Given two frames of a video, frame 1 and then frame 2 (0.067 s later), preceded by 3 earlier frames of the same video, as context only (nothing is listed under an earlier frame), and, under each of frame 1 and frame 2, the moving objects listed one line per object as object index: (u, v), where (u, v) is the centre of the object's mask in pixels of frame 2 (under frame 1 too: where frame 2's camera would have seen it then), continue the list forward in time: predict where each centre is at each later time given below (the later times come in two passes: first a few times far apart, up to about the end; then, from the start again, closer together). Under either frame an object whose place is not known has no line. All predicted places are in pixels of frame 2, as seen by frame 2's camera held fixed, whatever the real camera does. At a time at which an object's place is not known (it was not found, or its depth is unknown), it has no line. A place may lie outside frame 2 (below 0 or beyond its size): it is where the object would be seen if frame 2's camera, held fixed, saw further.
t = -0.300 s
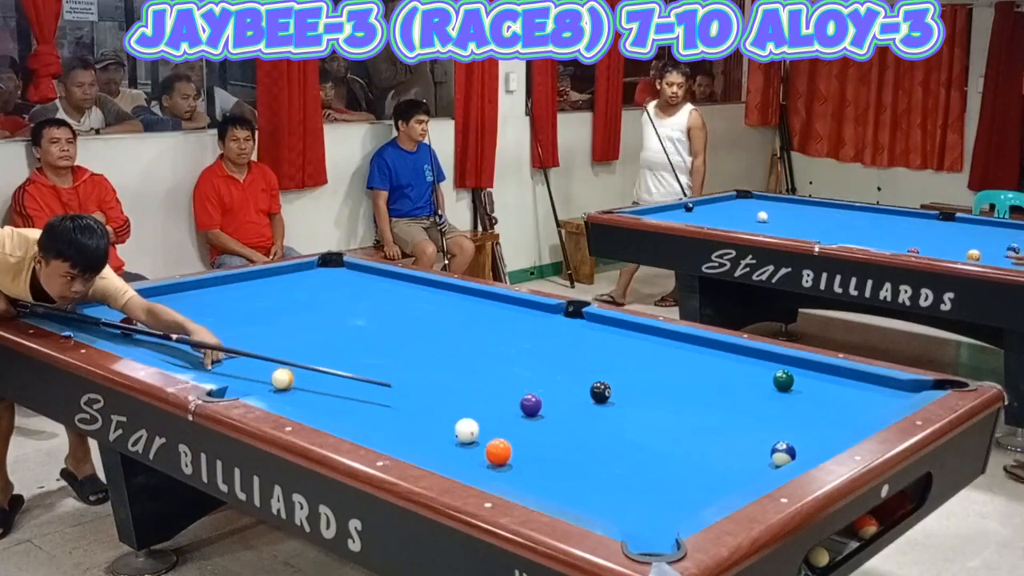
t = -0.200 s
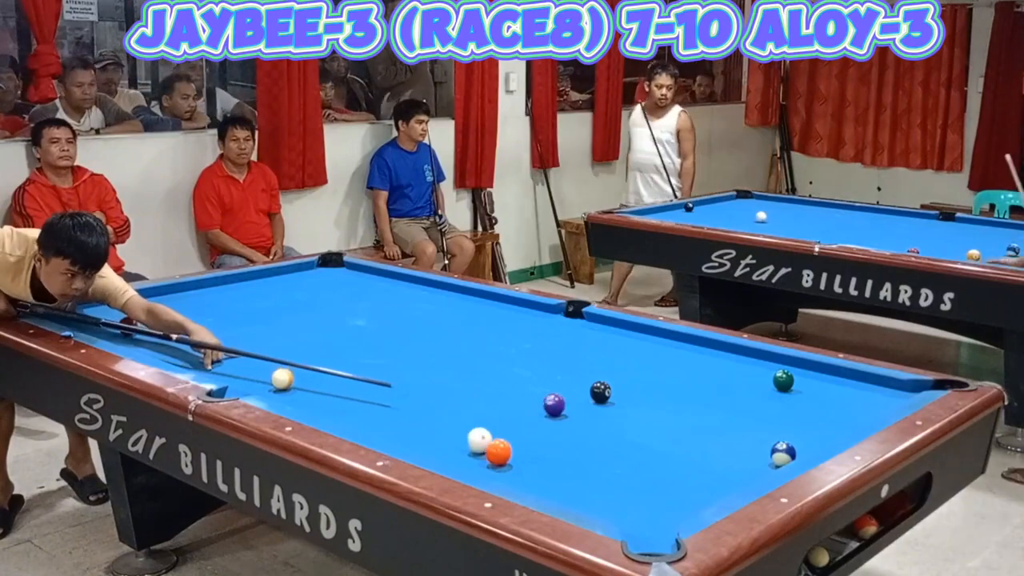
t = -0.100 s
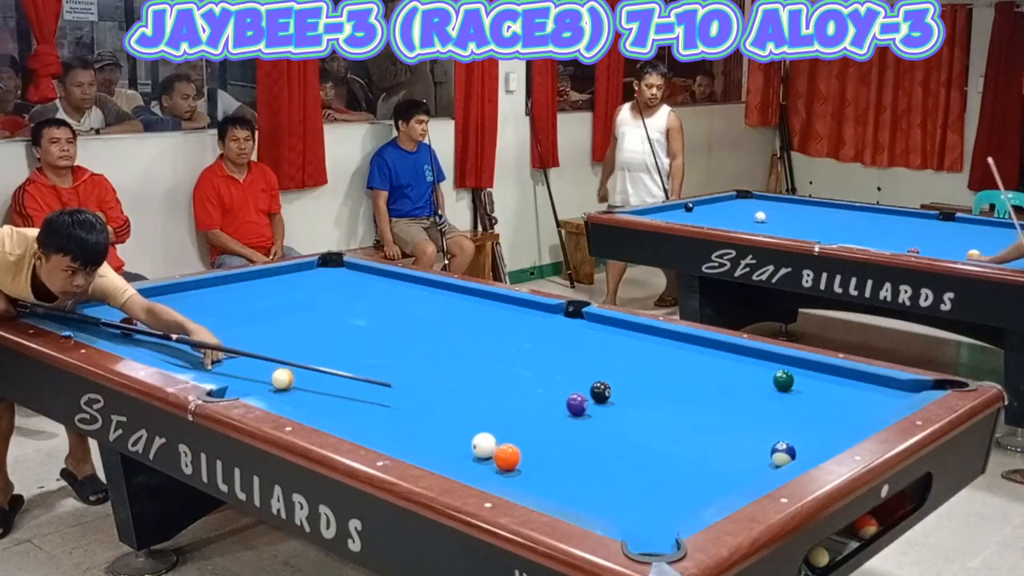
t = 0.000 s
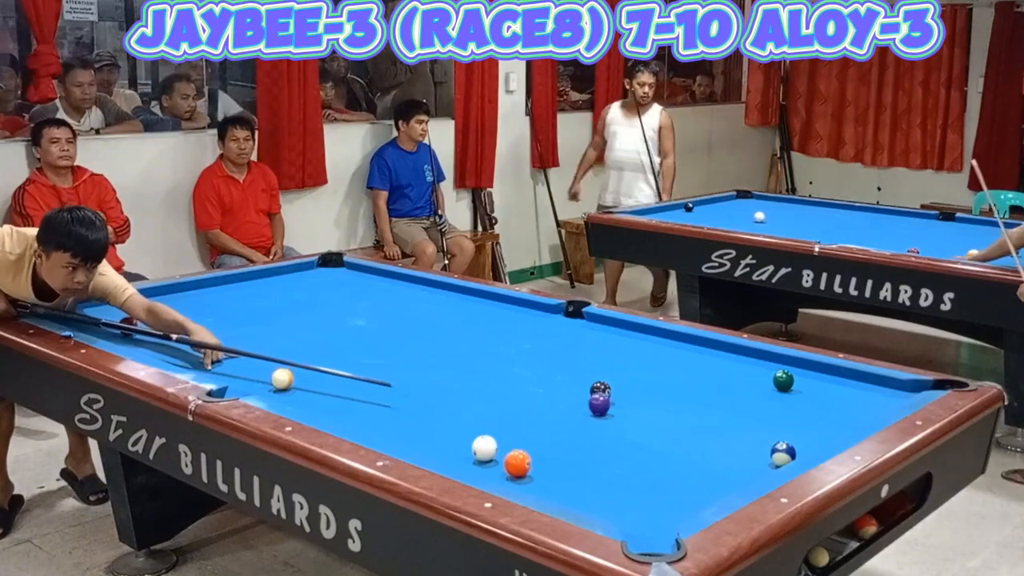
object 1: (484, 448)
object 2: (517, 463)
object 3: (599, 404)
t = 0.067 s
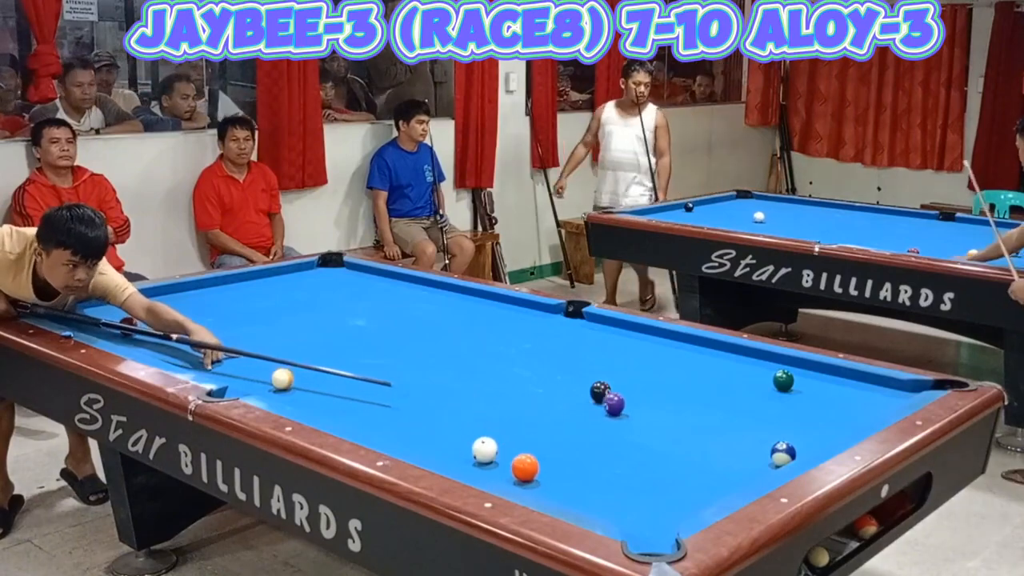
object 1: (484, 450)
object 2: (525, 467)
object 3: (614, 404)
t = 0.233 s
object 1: (485, 454)
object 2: (543, 478)
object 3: (649, 403)
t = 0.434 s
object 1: (486, 458)
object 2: (564, 490)
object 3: (690, 403)
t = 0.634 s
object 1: (487, 461)
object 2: (586, 501)
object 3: (729, 403)
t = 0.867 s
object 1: (489, 464)
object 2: (612, 514)
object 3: (773, 403)
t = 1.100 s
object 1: (489, 466)
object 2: (635, 531)
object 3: (813, 403)
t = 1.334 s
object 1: (490, 467)
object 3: (852, 403)
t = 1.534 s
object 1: (490, 467)
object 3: (882, 401)
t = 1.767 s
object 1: (490, 467)
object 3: (895, 397)
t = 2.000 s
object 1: (490, 467)
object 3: (890, 394)
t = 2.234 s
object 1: (490, 467)
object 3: (886, 389)
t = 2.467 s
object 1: (490, 467)
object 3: (882, 386)
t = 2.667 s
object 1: (490, 467)
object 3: (880, 384)
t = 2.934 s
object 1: (490, 467)
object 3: (878, 382)
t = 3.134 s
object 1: (490, 467)
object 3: (876, 381)
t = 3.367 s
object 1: (490, 467)
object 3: (877, 380)
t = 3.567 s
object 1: (490, 467)
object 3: (876, 380)
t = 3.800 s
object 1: (490, 467)
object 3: (876, 380)
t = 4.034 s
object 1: (490, 467)
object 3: (876, 380)
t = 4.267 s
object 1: (490, 467)
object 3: (877, 380)
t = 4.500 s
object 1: (490, 467)
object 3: (876, 380)
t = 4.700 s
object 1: (490, 467)
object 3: (877, 380)
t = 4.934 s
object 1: (490, 467)
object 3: (876, 380)
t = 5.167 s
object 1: (490, 467)
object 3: (876, 380)
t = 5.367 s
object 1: (490, 467)
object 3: (876, 380)
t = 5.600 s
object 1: (490, 466)
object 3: (877, 380)
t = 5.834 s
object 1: (490, 467)
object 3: (877, 380)
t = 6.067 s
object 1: (490, 467)
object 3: (876, 380)
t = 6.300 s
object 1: (490, 467)
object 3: (876, 380)
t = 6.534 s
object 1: (490, 467)
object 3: (876, 380)
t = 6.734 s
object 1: (490, 467)
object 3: (876, 380)
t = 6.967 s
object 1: (490, 467)
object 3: (876, 380)
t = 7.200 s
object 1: (490, 467)
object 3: (876, 380)
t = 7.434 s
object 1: (490, 467)
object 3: (876, 380)
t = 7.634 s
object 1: (490, 467)
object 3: (876, 380)
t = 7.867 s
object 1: (490, 466)
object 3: (876, 380)
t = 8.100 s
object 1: (490, 467)
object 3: (876, 380)
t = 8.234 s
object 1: (490, 467)
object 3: (876, 380)
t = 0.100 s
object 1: (485, 451)
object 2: (528, 470)
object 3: (621, 404)
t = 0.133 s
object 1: (485, 451)
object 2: (532, 472)
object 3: (628, 403)
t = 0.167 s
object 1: (485, 452)
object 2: (535, 474)
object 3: (635, 403)
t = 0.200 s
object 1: (485, 453)
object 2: (539, 476)
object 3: (642, 403)
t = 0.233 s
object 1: (485, 454)
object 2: (543, 478)
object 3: (649, 403)
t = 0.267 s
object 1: (485, 454)
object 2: (546, 480)
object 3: (656, 403)
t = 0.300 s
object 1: (486, 455)
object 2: (550, 482)
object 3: (663, 403)
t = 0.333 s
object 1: (486, 456)
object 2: (553, 484)
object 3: (670, 403)
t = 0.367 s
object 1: (486, 456)
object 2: (557, 487)
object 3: (677, 403)
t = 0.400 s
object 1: (486, 457)
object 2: (561, 488)
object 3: (684, 403)
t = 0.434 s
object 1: (486, 458)
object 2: (564, 490)
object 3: (690, 403)
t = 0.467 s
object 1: (486, 458)
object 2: (568, 492)
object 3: (697, 403)
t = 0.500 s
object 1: (487, 459)
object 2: (571, 494)
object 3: (703, 403)
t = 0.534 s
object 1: (487, 460)
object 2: (575, 496)
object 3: (710, 403)
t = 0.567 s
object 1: (487, 460)
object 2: (579, 498)
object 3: (716, 403)
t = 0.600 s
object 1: (487, 461)
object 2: (582, 499)
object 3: (723, 403)
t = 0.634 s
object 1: (487, 461)
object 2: (586, 501)
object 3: (729, 403)
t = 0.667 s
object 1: (488, 462)
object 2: (590, 503)
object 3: (736, 403)
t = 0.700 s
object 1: (488, 462)
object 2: (593, 505)
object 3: (742, 403)
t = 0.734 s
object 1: (488, 463)
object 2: (597, 506)
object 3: (748, 403)
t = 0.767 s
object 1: (488, 463)
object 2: (600, 508)
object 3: (754, 403)
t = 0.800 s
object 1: (488, 463)
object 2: (604, 510)
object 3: (760, 403)
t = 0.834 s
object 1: (488, 464)
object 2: (608, 512)
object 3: (767, 403)
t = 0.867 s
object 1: (489, 464)
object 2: (612, 514)
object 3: (773, 403)
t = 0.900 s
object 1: (489, 464)
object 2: (615, 516)
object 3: (779, 403)
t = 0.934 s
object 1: (489, 465)
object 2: (619, 519)
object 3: (785, 402)
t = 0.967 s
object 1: (489, 465)
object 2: (623, 521)
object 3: (791, 402)
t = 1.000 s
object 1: (489, 465)
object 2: (626, 523)
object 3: (796, 402)
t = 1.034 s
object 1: (489, 465)
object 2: (629, 526)
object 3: (802, 402)
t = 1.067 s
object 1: (489, 465)
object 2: (632, 528)
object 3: (808, 403)
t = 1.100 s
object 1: (489, 466)
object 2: (635, 531)
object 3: (813, 403)
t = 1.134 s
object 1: (489, 466)
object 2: (638, 533)
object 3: (819, 403)
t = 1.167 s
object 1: (489, 466)
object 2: (642, 536)
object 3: (824, 403)
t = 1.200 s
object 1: (489, 466)
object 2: (645, 537)
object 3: (830, 403)
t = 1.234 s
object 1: (490, 466)
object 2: (648, 540)
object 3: (836, 403)
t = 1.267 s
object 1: (489, 467)
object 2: (652, 544)
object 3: (841, 402)
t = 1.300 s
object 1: (489, 467)
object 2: (655, 551)
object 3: (846, 402)
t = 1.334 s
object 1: (490, 467)
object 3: (852, 403)
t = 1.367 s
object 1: (490, 467)
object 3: (857, 402)
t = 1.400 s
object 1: (490, 467)
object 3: (862, 402)
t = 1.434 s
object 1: (490, 467)
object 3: (867, 402)
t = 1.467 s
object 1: (490, 467)
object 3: (872, 402)
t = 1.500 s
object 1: (490, 467)
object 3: (877, 402)
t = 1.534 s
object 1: (490, 467)
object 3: (882, 401)
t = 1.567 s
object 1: (490, 467)
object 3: (887, 400)
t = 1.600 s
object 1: (490, 467)
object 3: (891, 399)
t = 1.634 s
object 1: (490, 467)
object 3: (895, 398)
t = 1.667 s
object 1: (490, 467)
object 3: (896, 398)
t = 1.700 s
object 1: (490, 467)
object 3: (896, 397)
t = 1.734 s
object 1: (490, 467)
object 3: (896, 397)
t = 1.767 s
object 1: (490, 467)
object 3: (895, 397)
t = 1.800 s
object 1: (490, 467)
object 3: (894, 396)
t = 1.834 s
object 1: (490, 467)
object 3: (893, 396)
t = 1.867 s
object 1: (490, 467)
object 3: (893, 395)
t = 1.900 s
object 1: (490, 467)
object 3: (892, 395)
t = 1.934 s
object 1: (490, 467)
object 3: (892, 395)
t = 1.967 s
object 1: (490, 467)
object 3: (891, 394)
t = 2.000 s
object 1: (490, 467)
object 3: (890, 394)
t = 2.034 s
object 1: (490, 467)
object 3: (890, 393)
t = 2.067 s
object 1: (490, 467)
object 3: (889, 393)
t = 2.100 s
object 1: (490, 467)
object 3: (888, 392)
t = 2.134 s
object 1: (490, 467)
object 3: (888, 391)
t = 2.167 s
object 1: (490, 467)
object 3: (887, 390)
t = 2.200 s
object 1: (490, 467)
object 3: (887, 390)
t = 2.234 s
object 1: (490, 467)
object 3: (886, 389)
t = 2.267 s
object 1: (490, 467)
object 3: (886, 389)
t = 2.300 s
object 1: (490, 467)
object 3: (885, 388)
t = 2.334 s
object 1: (490, 467)
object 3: (885, 388)
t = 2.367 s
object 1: (490, 467)
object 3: (884, 387)
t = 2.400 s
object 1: (490, 467)
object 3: (884, 387)
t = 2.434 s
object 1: (490, 467)
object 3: (883, 386)
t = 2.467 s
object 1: (490, 467)
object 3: (882, 386)
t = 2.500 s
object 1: (490, 467)
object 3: (882, 386)
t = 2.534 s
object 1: (490, 467)
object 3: (882, 385)
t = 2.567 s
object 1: (490, 467)
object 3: (881, 385)
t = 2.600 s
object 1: (490, 467)
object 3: (881, 385)
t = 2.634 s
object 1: (490, 467)
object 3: (881, 384)
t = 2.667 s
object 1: (490, 467)
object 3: (880, 384)
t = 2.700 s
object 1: (490, 467)
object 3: (880, 383)
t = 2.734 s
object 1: (490, 467)
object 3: (880, 383)
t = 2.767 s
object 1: (490, 467)
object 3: (880, 383)
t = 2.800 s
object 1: (490, 467)
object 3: (880, 382)
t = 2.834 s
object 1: (490, 467)
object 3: (879, 382)
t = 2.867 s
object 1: (490, 467)
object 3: (878, 382)
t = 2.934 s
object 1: (490, 467)
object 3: (878, 382)
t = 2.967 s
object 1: (490, 467)
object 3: (877, 382)
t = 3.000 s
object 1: (490, 467)
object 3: (877, 382)
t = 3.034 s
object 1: (490, 467)
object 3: (876, 382)
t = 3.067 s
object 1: (490, 467)
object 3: (876, 381)
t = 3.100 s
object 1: (490, 467)
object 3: (877, 381)
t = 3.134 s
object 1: (490, 467)
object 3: (876, 381)
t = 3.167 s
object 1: (490, 467)
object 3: (877, 381)
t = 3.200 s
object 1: (490, 467)
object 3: (877, 380)
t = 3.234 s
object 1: (490, 467)
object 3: (876, 381)
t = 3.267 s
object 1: (490, 467)
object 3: (877, 380)
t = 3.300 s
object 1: (490, 467)
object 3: (877, 380)
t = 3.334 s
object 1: (490, 467)
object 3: (877, 380)
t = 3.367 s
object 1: (490, 467)
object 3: (877, 380)
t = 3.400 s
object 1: (490, 467)
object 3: (877, 380)
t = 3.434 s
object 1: (490, 467)
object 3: (877, 380)
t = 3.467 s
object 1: (490, 467)
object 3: (877, 380)
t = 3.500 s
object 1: (490, 467)
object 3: (877, 380)
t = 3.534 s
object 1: (490, 467)
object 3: (876, 380)
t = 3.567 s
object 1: (490, 467)
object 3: (876, 380)
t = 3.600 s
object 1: (490, 467)
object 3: (876, 380)
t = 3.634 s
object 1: (490, 467)
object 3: (876, 380)
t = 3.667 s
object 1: (490, 467)
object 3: (877, 380)
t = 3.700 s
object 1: (490, 467)
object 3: (876, 380)
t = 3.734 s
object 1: (490, 467)
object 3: (876, 380)
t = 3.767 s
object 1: (490, 467)
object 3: (876, 380)
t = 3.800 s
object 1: (490, 467)
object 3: (876, 380)
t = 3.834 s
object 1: (490, 467)
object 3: (876, 380)
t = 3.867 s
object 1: (490, 467)
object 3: (877, 380)
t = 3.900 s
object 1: (490, 467)
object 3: (877, 380)
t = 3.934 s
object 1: (490, 467)
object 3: (876, 380)
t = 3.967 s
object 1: (490, 467)
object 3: (876, 380)
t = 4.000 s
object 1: (490, 467)
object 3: (876, 380)
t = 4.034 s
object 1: (490, 467)
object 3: (876, 380)
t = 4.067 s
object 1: (490, 467)
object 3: (877, 380)
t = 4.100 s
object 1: (490, 467)
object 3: (877, 380)
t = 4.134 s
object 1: (490, 467)
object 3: (876, 380)
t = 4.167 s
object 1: (490, 467)
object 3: (876, 380)
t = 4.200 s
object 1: (490, 467)
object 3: (876, 380)
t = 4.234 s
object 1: (490, 467)
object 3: (876, 380)
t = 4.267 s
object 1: (490, 467)
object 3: (877, 380)
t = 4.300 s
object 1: (490, 467)
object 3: (877, 380)
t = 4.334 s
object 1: (490, 467)
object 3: (876, 380)
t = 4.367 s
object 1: (490, 467)
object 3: (876, 380)
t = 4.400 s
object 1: (490, 467)
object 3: (876, 380)
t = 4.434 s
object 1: (490, 467)
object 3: (877, 380)
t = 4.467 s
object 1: (490, 467)
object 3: (876, 380)
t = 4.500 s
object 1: (490, 467)
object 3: (876, 380)
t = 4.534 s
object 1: (490, 467)
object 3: (876, 380)
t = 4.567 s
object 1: (490, 467)
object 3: (876, 380)
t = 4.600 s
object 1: (490, 467)
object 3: (877, 380)
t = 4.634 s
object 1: (490, 467)
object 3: (876, 380)
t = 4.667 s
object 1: (490, 467)
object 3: (877, 380)
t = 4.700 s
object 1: (490, 467)
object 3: (877, 380)
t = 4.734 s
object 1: (490, 467)
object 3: (876, 380)
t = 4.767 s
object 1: (490, 467)
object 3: (876, 380)
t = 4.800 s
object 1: (490, 467)
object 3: (877, 380)
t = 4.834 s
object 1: (490, 467)
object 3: (876, 380)
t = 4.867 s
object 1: (490, 467)
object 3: (877, 380)
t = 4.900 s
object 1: (490, 467)
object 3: (876, 380)
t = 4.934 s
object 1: (490, 467)
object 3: (876, 380)
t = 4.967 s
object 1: (490, 467)
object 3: (876, 380)
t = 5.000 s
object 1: (490, 467)
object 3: (876, 380)
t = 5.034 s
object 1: (490, 467)
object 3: (876, 380)
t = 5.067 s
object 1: (490, 467)
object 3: (876, 380)
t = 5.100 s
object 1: (490, 467)
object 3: (876, 380)
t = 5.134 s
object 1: (490, 467)
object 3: (876, 380)
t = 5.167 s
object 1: (490, 467)
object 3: (876, 380)
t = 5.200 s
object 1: (490, 467)
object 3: (877, 380)
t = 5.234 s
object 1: (490, 467)
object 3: (876, 380)
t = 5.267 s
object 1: (490, 467)
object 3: (876, 380)
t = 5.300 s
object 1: (490, 467)
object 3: (876, 380)
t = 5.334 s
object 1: (490, 467)
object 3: (876, 380)
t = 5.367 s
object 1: (490, 467)
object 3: (876, 380)
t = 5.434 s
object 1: (490, 467)
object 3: (876, 380)
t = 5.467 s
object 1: (490, 467)
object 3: (877, 380)
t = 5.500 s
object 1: (490, 467)
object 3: (877, 380)
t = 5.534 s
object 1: (490, 467)
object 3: (876, 380)
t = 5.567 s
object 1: (490, 467)
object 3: (877, 380)
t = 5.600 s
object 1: (490, 466)
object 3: (877, 380)
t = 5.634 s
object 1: (490, 466)
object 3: (876, 380)
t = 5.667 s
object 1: (490, 466)
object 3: (876, 380)
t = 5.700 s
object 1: (490, 466)
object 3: (877, 380)
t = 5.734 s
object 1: (490, 466)
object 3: (876, 380)
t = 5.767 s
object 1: (490, 466)
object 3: (876, 380)
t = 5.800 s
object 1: (490, 466)
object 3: (876, 380)
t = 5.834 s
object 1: (490, 467)
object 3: (877, 380)
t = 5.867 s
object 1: (490, 466)
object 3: (877, 380)
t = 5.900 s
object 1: (490, 466)
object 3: (876, 380)
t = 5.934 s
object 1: (490, 467)
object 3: (876, 380)
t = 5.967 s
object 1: (490, 466)
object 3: (876, 380)
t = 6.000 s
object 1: (490, 466)
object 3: (876, 380)
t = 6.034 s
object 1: (490, 467)
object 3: (876, 380)
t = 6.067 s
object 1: (490, 467)
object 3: (876, 380)
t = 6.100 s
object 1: (490, 466)
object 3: (876, 380)
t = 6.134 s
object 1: (490, 467)
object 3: (876, 380)
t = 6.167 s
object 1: (490, 467)
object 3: (876, 380)
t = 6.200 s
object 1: (490, 467)
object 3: (876, 380)
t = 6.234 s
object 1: (490, 467)
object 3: (877, 380)
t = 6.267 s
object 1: (490, 467)
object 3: (876, 380)
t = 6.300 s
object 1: (490, 467)
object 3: (876, 380)
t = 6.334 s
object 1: (490, 467)
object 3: (876, 380)
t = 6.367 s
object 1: (490, 467)
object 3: (876, 380)
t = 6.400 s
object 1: (490, 467)
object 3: (876, 380)
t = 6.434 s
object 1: (490, 467)
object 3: (877, 380)
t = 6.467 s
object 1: (490, 467)
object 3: (876, 380)
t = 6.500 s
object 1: (490, 467)
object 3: (876, 380)
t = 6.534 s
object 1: (490, 467)
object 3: (876, 380)
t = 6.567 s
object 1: (490, 467)
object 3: (876, 380)
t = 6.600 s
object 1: (490, 467)
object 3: (876, 380)
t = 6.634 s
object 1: (490, 467)
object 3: (877, 380)
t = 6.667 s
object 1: (490, 467)
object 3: (876, 380)
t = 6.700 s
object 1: (490, 467)
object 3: (876, 380)
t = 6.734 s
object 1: (490, 467)
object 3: (876, 380)
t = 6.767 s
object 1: (490, 467)
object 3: (876, 380)
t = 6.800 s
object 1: (490, 467)
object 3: (876, 380)
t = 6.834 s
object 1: (490, 467)
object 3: (876, 380)
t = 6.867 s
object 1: (490, 467)
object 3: (876, 380)
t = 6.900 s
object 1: (490, 467)
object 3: (876, 380)
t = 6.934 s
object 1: (490, 467)
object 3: (876, 380)
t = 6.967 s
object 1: (490, 467)
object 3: (876, 380)
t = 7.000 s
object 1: (490, 467)
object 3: (876, 380)
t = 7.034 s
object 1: (490, 467)
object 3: (876, 380)
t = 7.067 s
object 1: (490, 467)
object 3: (876, 380)
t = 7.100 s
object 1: (490, 467)
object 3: (876, 380)
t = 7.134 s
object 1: (490, 467)
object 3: (876, 380)
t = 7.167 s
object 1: (490, 467)
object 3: (876, 380)
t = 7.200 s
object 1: (490, 467)
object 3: (876, 380)
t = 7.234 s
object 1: (490, 467)
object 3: (876, 380)
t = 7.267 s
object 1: (490, 467)
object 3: (876, 380)
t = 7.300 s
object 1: (490, 467)
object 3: (876, 380)
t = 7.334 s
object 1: (490, 467)
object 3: (876, 380)
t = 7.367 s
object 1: (490, 467)
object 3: (876, 380)
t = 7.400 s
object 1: (490, 467)
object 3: (876, 380)
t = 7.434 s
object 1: (490, 467)
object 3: (876, 380)
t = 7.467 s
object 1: (490, 467)
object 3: (876, 380)
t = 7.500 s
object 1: (490, 467)
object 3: (876, 380)
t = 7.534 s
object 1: (490, 467)
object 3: (876, 380)
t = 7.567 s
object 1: (490, 467)
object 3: (876, 380)
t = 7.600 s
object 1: (490, 467)
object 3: (876, 380)
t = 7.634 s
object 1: (490, 467)
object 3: (876, 380)
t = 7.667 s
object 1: (490, 467)
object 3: (876, 380)
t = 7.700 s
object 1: (490, 467)
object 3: (876, 380)
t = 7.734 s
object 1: (490, 466)
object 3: (876, 380)
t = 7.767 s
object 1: (490, 467)
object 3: (876, 380)
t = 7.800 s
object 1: (490, 467)
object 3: (876, 380)
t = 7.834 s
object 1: (490, 467)
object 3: (876, 380)
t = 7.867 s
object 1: (490, 466)
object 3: (876, 380)
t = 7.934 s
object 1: (490, 467)
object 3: (876, 380)
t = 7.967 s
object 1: (490, 467)
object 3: (876, 380)
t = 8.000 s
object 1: (490, 466)
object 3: (876, 380)
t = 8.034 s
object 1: (490, 467)
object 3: (876, 380)
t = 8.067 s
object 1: (490, 467)
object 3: (876, 380)
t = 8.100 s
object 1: (490, 467)
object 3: (876, 380)
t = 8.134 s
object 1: (490, 467)
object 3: (876, 380)
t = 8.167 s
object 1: (490, 467)
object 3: (876, 380)
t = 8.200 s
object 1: (490, 467)
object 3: (876, 380)
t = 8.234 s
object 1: (490, 467)
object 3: (876, 380)
